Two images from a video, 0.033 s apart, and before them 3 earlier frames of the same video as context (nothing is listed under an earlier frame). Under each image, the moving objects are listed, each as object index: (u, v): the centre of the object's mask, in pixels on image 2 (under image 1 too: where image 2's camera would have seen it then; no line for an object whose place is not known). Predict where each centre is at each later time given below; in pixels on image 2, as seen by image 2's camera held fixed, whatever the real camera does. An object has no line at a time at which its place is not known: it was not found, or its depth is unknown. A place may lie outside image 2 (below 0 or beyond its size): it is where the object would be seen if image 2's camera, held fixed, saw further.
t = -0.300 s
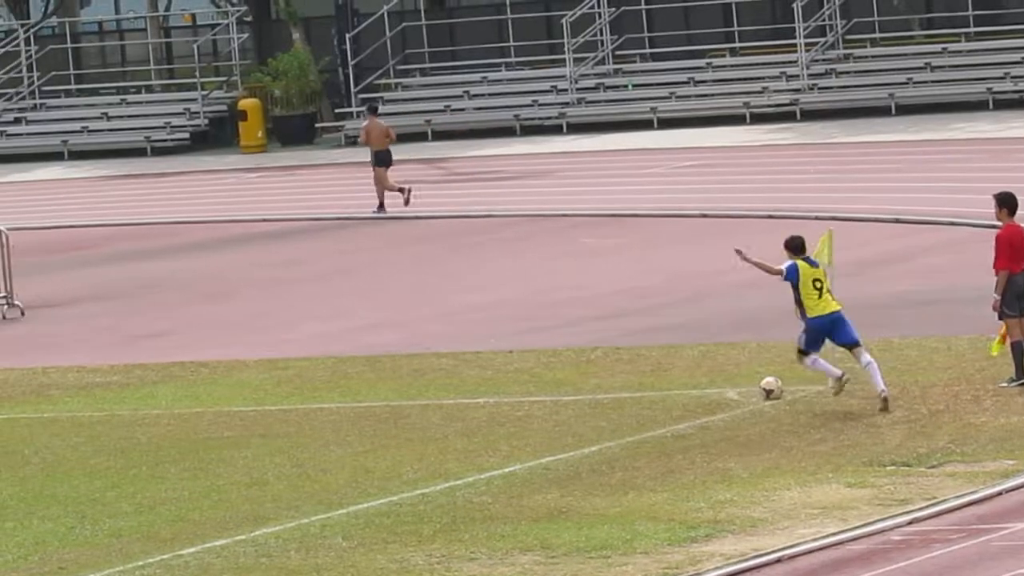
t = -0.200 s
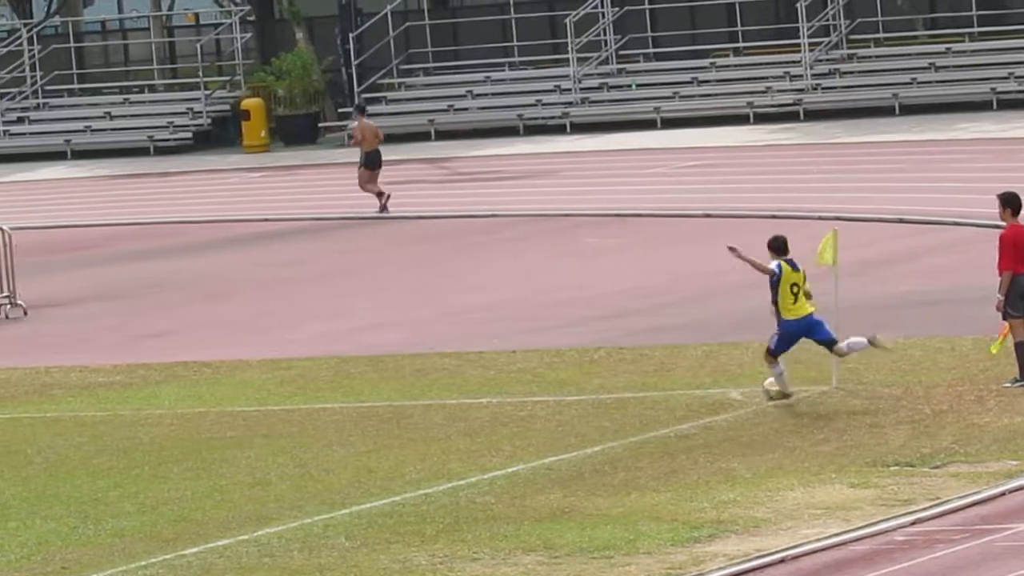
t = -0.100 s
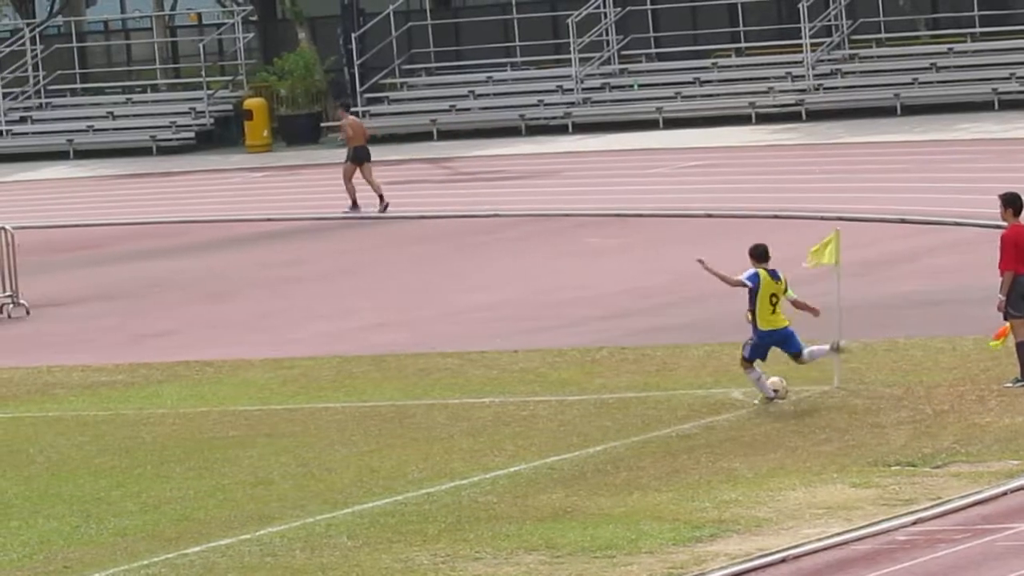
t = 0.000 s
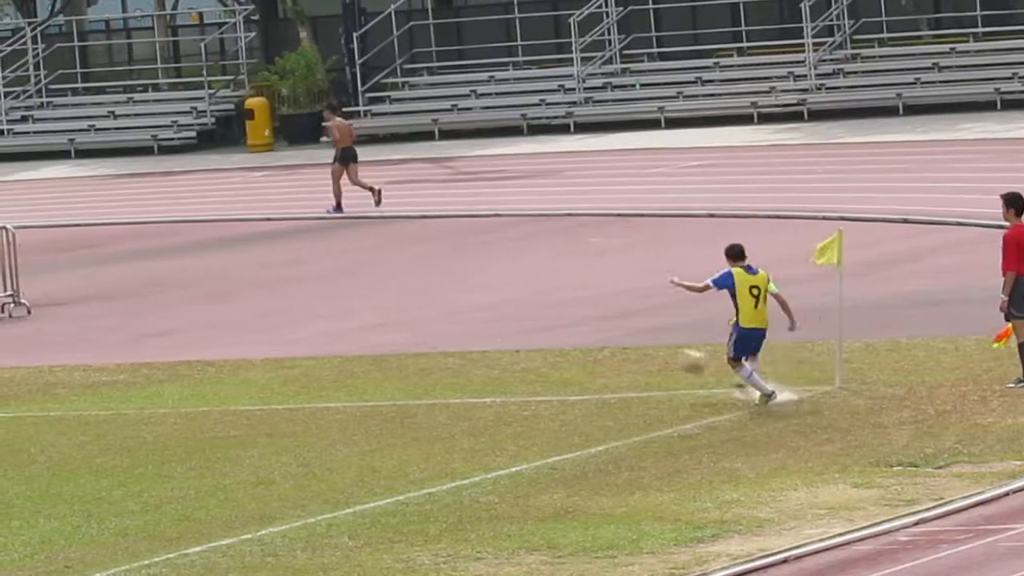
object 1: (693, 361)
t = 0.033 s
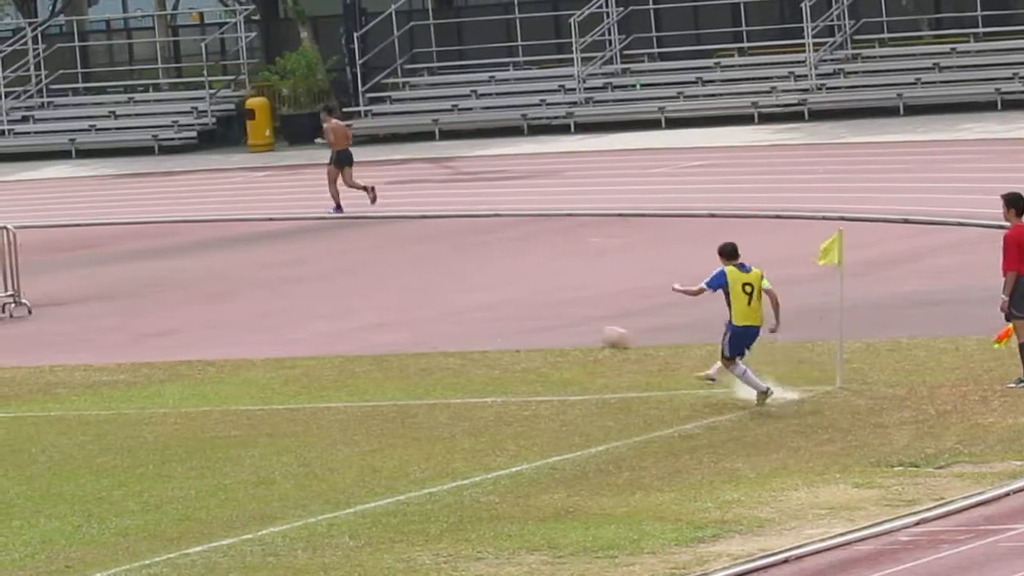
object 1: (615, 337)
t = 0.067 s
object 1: (540, 315)
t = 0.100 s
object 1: (464, 294)
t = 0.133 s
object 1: (392, 273)
